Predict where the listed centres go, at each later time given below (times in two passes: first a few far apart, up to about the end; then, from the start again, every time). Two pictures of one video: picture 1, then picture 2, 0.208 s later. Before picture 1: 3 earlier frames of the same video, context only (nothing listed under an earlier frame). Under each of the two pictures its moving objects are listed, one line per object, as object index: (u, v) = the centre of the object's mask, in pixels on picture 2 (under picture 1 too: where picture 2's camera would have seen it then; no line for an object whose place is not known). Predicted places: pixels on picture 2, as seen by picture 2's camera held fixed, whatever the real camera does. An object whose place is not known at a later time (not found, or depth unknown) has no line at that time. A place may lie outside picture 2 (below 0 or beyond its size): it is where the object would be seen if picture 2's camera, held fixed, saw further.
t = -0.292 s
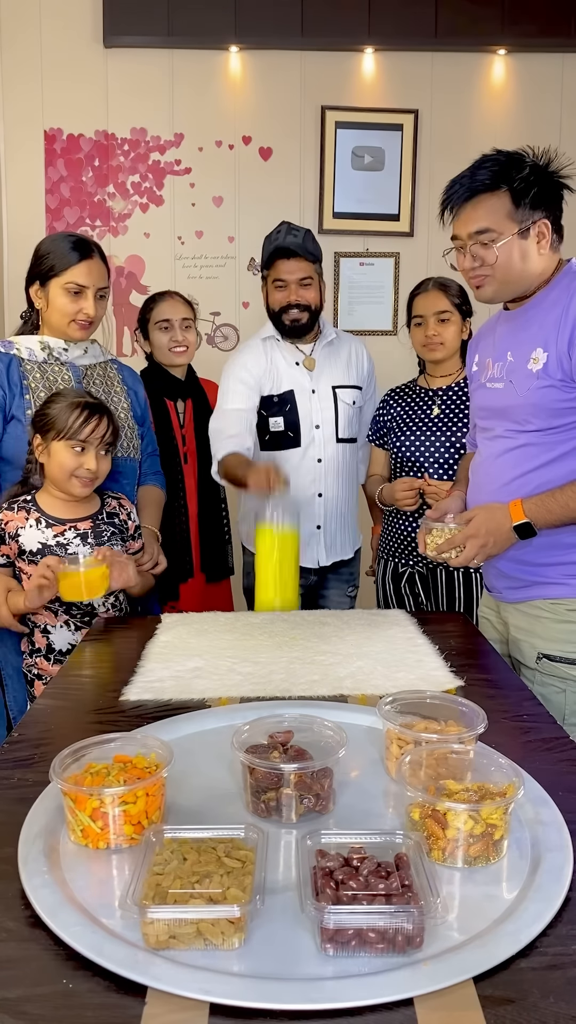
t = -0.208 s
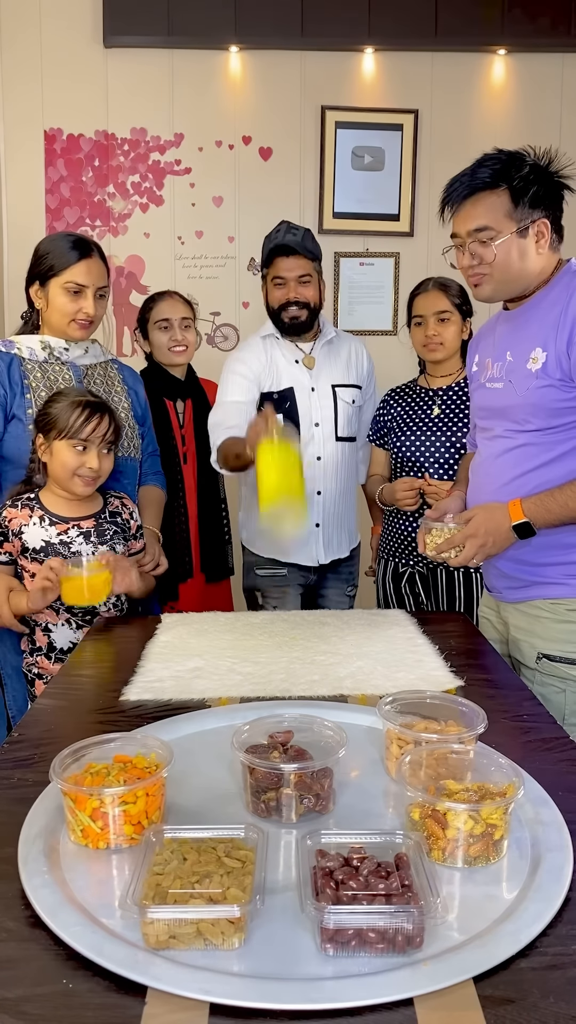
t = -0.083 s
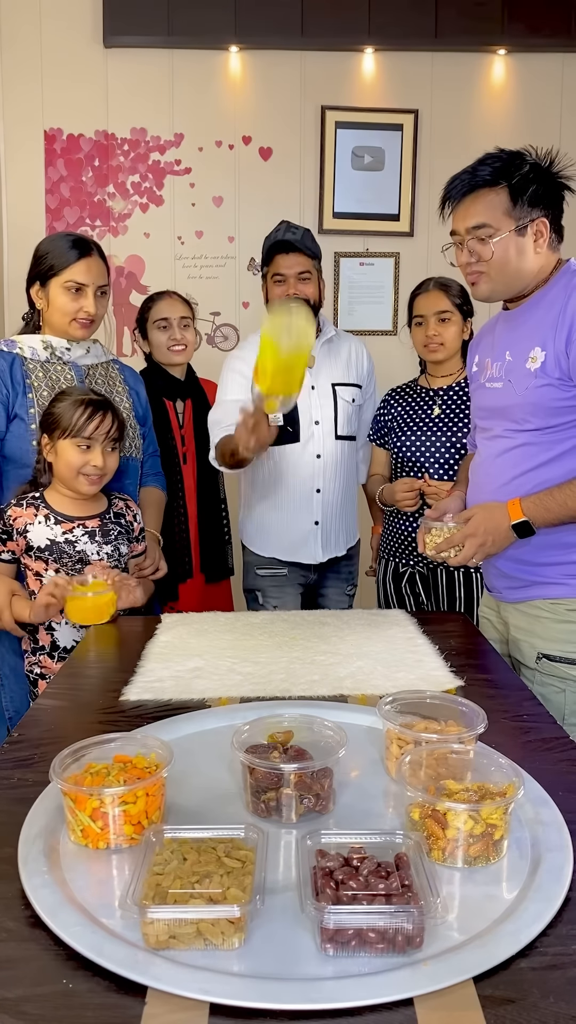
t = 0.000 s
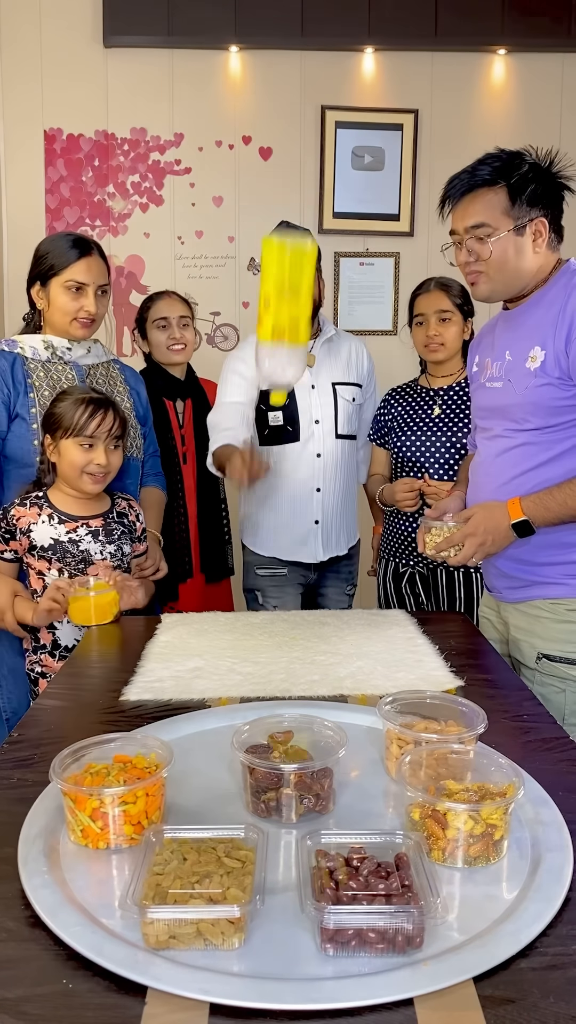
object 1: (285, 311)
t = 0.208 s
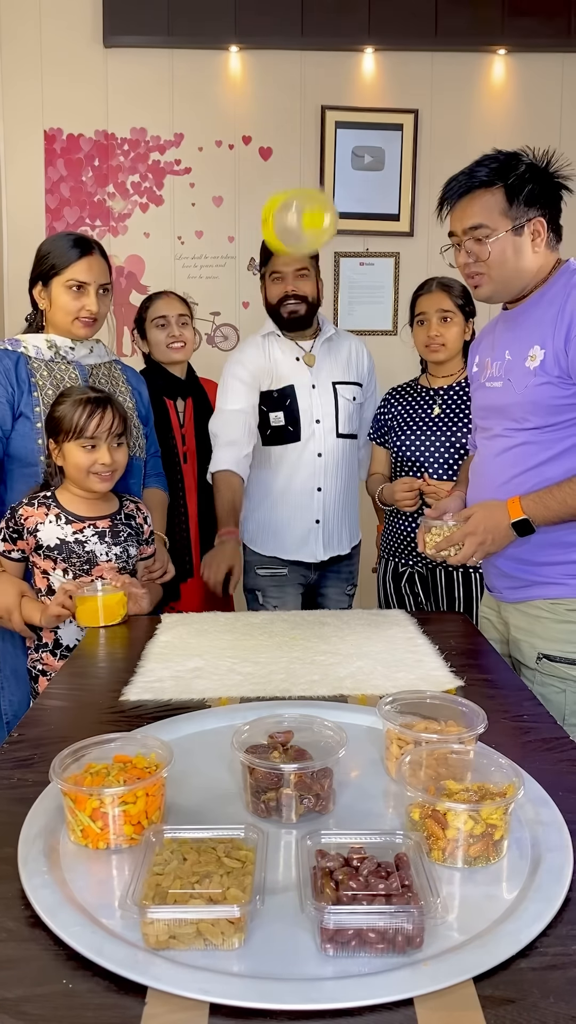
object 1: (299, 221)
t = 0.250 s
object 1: (300, 229)
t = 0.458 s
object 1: (302, 446)
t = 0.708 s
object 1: (305, 575)
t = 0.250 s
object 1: (300, 229)
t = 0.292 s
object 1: (300, 250)
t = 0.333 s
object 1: (302, 276)
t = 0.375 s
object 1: (301, 322)
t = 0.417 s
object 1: (301, 374)
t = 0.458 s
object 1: (302, 446)
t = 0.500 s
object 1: (302, 519)
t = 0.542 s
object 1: (304, 577)
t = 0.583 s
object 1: (306, 573)
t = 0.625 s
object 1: (305, 573)
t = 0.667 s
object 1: (305, 574)
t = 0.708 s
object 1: (305, 575)
